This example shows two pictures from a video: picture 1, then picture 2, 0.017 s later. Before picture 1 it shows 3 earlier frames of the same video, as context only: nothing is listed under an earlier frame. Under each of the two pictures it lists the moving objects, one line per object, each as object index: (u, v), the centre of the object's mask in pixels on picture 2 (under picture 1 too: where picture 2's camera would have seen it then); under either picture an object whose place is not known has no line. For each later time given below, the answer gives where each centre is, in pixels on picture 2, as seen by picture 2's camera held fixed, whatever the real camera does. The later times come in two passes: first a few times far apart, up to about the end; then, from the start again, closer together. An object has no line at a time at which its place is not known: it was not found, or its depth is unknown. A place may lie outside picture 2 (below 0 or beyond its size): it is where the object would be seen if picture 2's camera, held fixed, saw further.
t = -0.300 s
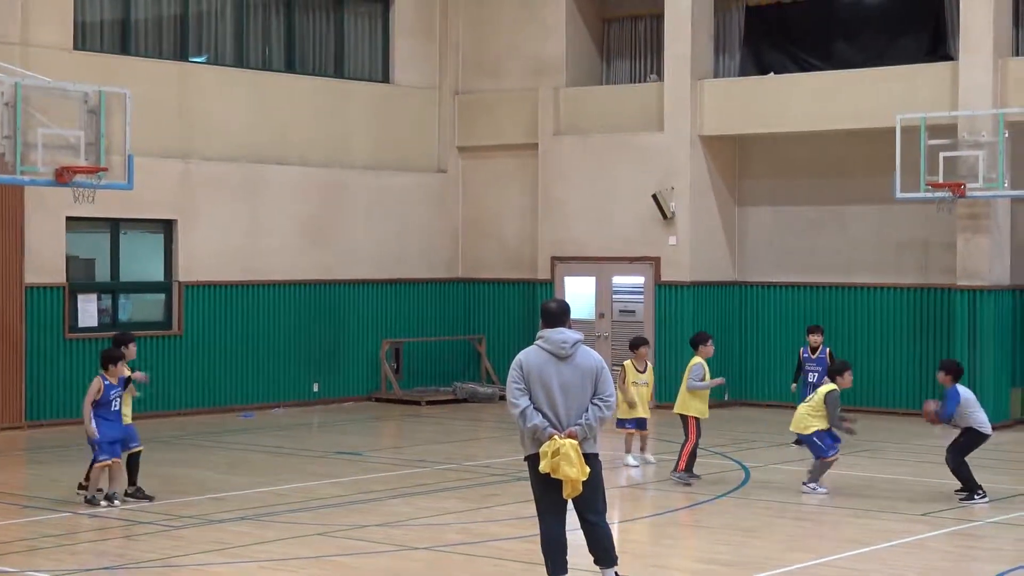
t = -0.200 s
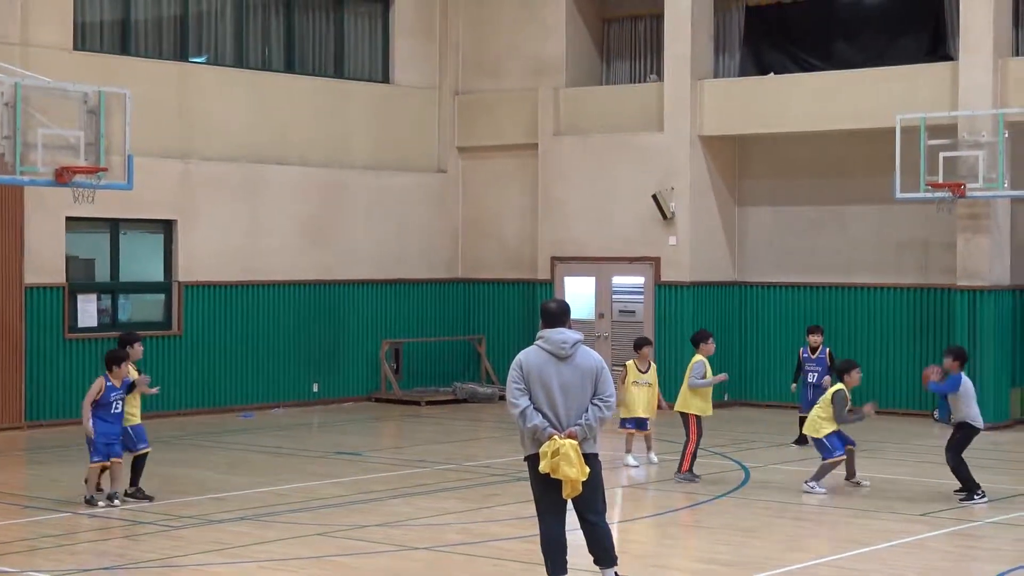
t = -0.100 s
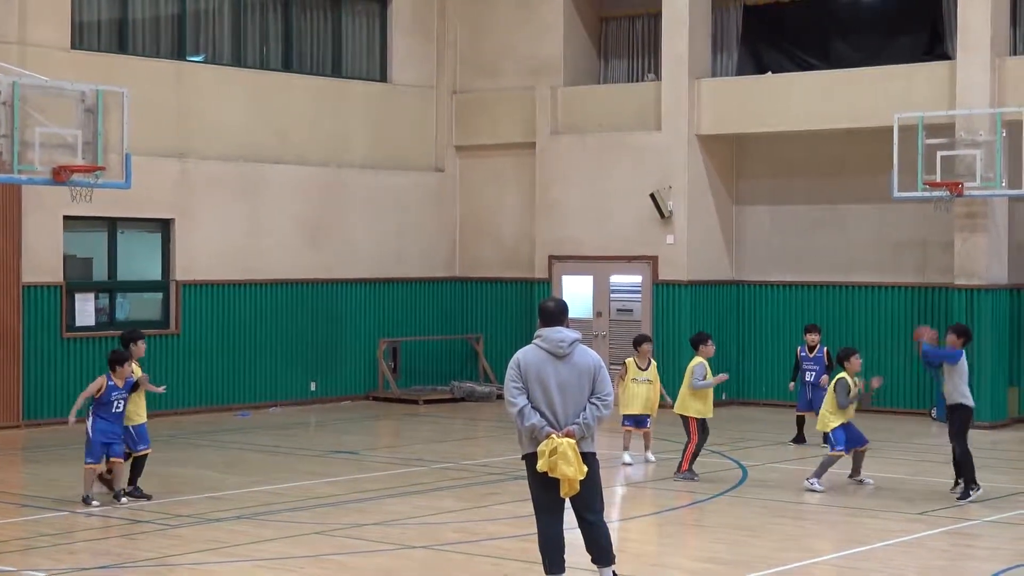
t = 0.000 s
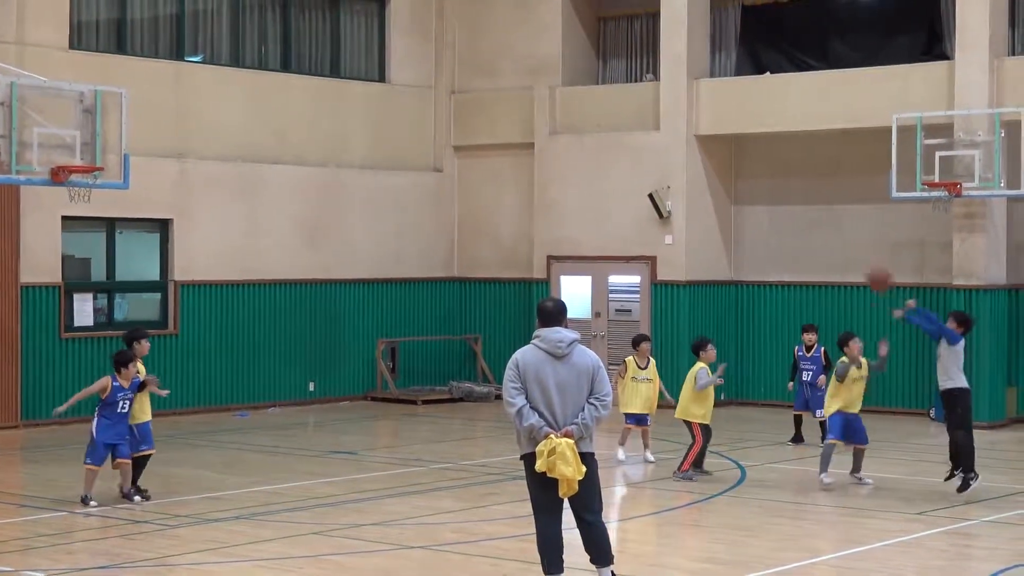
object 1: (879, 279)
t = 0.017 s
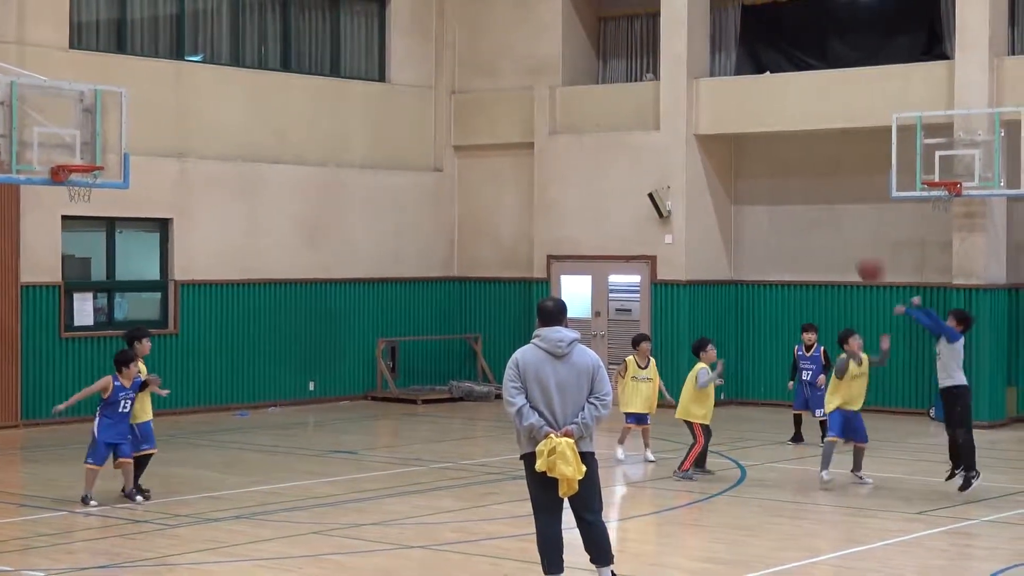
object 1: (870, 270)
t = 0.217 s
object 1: (768, 182)
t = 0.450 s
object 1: (652, 133)
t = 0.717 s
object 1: (522, 148)
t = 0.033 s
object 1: (862, 262)
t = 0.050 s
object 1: (853, 253)
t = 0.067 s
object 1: (844, 245)
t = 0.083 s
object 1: (836, 237)
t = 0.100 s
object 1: (827, 228)
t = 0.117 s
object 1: (819, 221)
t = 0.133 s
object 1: (810, 215)
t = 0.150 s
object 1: (802, 210)
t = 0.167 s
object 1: (793, 202)
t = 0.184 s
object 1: (786, 197)
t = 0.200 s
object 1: (776, 187)
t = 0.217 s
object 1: (768, 182)
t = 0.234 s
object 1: (760, 179)
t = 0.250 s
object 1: (752, 172)
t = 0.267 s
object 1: (744, 167)
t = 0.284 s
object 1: (735, 163)
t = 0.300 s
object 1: (728, 158)
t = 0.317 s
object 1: (718, 154)
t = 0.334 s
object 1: (709, 150)
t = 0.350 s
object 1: (702, 148)
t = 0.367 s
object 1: (693, 144)
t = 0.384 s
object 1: (685, 141)
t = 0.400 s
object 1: (676, 138)
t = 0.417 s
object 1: (669, 136)
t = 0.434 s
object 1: (660, 134)
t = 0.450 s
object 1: (652, 133)
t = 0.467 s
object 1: (645, 131)
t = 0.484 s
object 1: (636, 130)
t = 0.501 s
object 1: (627, 129)
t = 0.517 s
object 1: (620, 129)
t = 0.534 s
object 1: (611, 129)
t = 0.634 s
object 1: (562, 134)
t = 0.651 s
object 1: (554, 136)
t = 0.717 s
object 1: (522, 148)
